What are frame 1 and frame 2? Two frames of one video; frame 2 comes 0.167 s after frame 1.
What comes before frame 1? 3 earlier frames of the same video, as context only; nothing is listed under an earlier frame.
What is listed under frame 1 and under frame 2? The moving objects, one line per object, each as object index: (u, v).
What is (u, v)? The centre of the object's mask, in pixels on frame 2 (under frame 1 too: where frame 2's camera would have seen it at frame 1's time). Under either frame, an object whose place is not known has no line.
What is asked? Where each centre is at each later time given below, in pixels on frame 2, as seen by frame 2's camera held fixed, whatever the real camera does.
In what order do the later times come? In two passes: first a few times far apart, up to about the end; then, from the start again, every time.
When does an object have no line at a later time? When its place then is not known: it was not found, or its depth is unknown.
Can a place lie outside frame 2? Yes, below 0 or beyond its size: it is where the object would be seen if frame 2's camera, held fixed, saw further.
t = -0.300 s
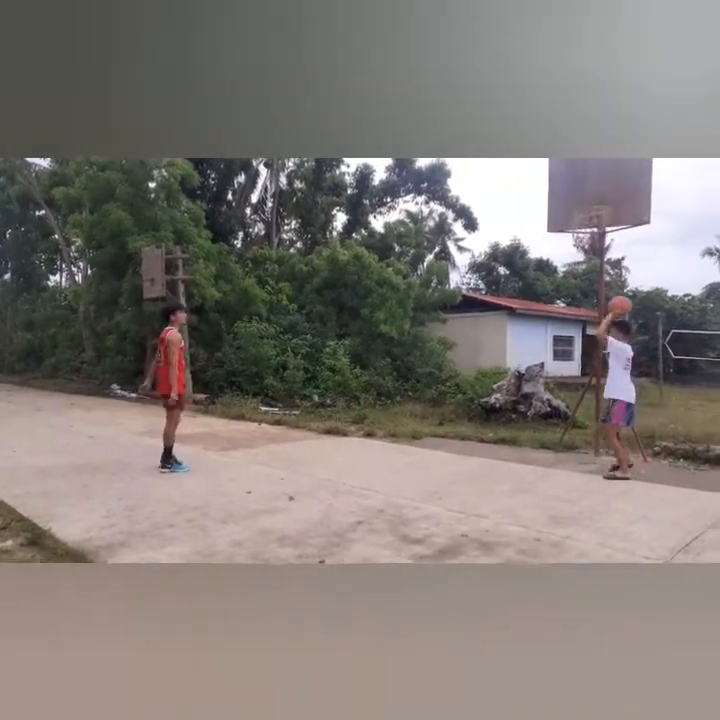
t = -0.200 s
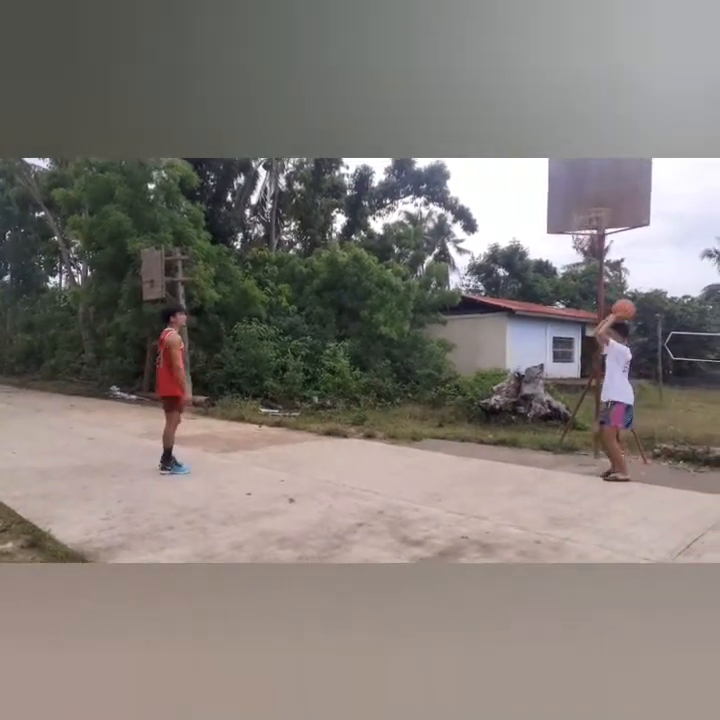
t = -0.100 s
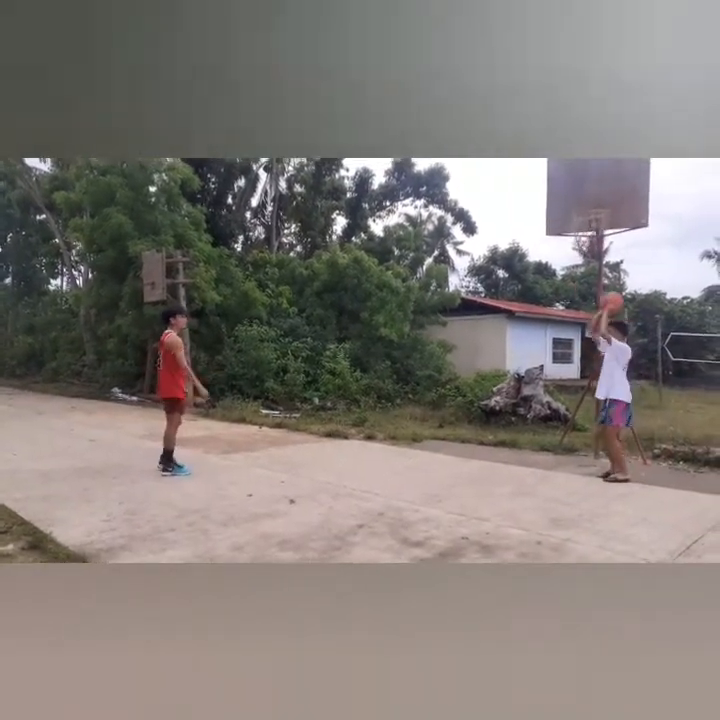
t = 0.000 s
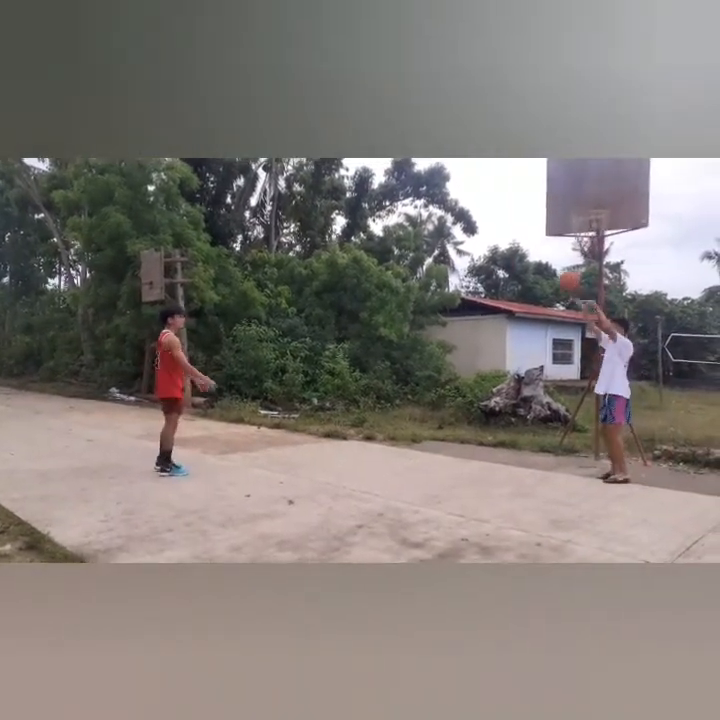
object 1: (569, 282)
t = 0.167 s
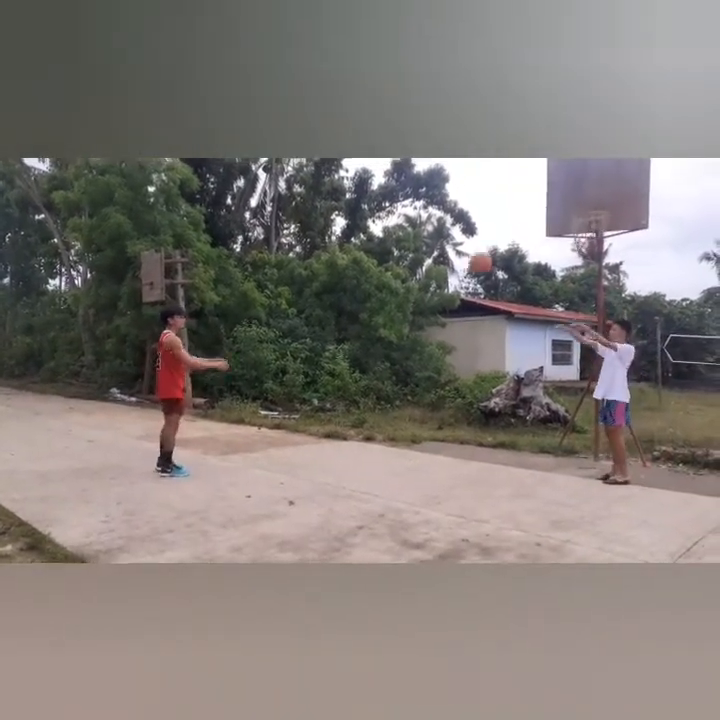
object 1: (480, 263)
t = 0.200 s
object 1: (462, 262)
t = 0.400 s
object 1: (359, 278)
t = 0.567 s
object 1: (272, 319)
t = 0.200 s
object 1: (462, 262)
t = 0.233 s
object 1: (444, 262)
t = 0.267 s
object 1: (428, 263)
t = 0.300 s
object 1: (410, 265)
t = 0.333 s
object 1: (392, 268)
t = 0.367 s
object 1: (376, 273)
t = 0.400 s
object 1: (359, 278)
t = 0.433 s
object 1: (342, 284)
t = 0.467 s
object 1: (324, 291)
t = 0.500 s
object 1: (307, 300)
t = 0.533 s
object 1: (290, 309)
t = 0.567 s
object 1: (272, 319)
